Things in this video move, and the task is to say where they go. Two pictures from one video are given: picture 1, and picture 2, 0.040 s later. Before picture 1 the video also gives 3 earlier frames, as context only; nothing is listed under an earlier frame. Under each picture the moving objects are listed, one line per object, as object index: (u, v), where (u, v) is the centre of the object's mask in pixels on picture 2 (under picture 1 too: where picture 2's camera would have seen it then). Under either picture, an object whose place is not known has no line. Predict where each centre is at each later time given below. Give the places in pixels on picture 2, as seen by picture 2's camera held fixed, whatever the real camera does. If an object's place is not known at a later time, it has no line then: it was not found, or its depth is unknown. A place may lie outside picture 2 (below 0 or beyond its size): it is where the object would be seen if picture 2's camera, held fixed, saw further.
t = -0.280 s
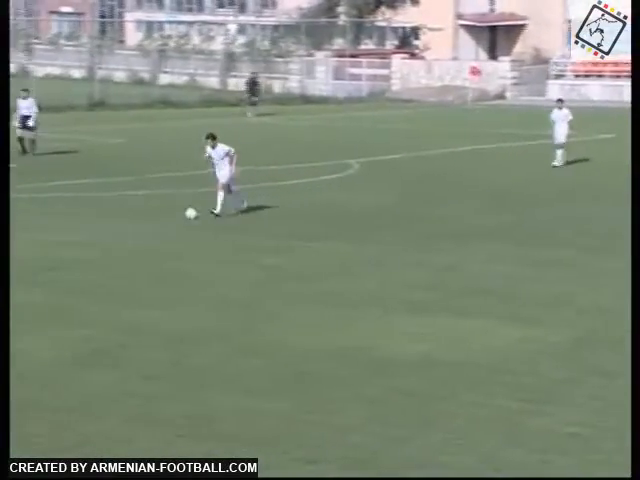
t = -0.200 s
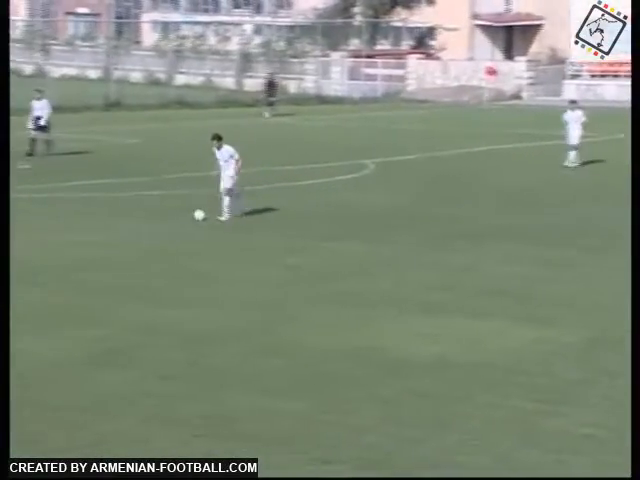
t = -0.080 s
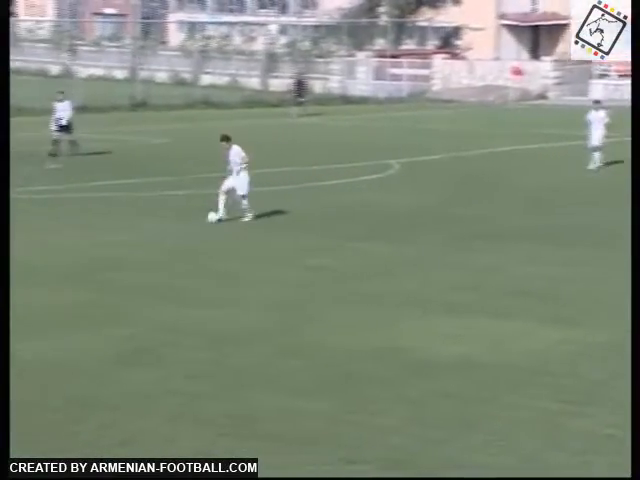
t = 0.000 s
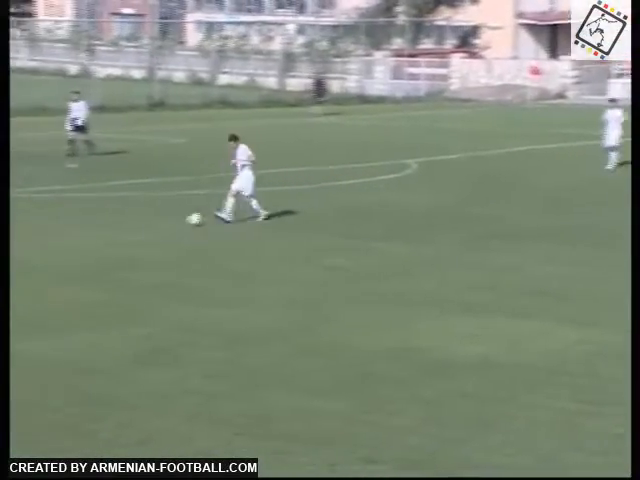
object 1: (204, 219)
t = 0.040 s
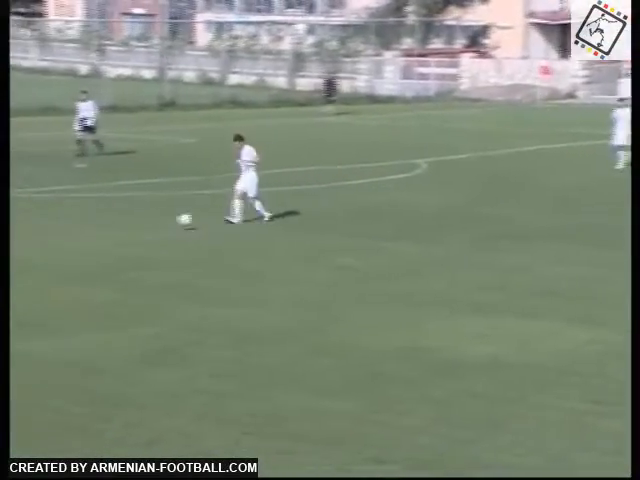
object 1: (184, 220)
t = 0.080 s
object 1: (165, 224)
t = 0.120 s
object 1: (144, 227)
